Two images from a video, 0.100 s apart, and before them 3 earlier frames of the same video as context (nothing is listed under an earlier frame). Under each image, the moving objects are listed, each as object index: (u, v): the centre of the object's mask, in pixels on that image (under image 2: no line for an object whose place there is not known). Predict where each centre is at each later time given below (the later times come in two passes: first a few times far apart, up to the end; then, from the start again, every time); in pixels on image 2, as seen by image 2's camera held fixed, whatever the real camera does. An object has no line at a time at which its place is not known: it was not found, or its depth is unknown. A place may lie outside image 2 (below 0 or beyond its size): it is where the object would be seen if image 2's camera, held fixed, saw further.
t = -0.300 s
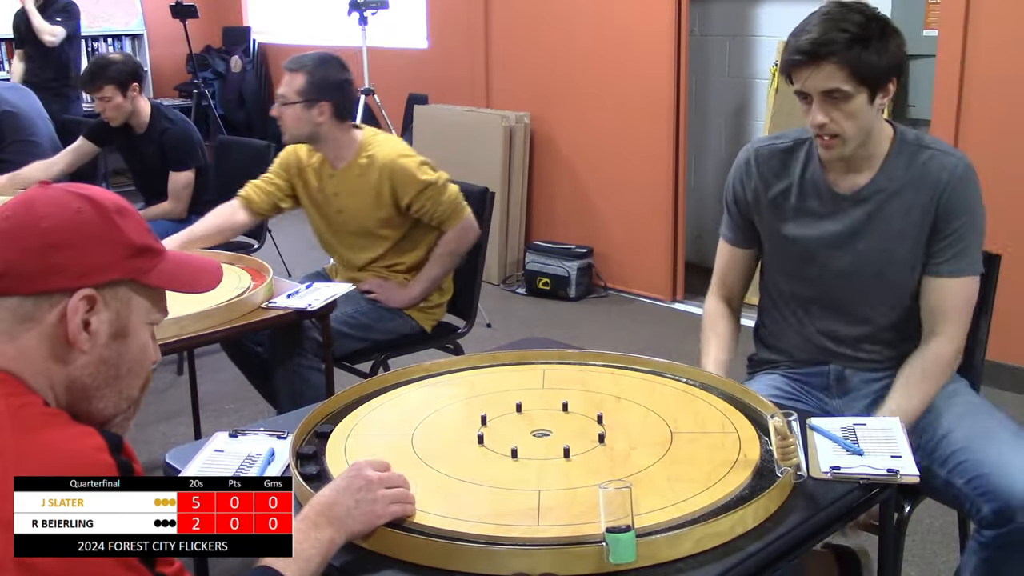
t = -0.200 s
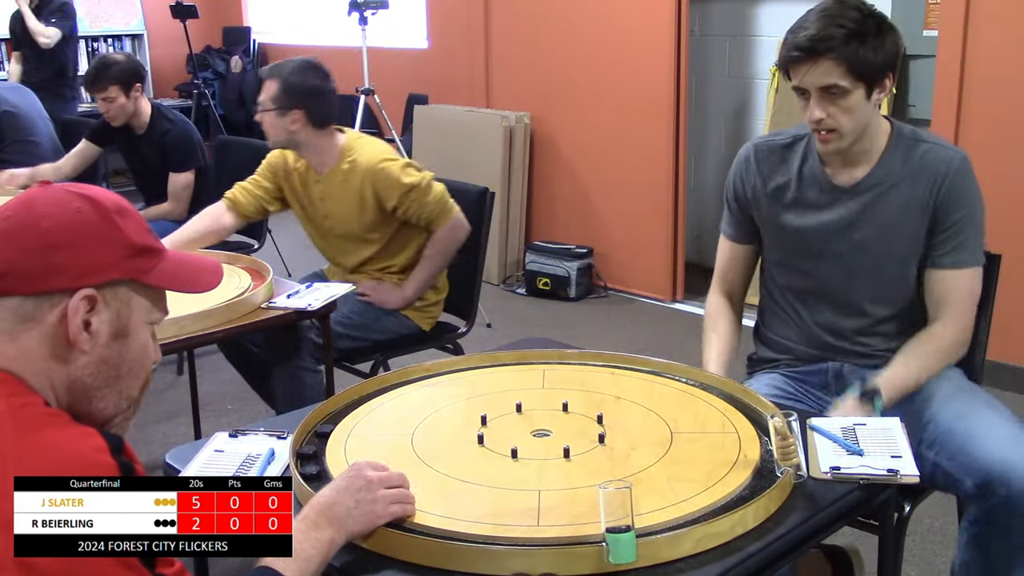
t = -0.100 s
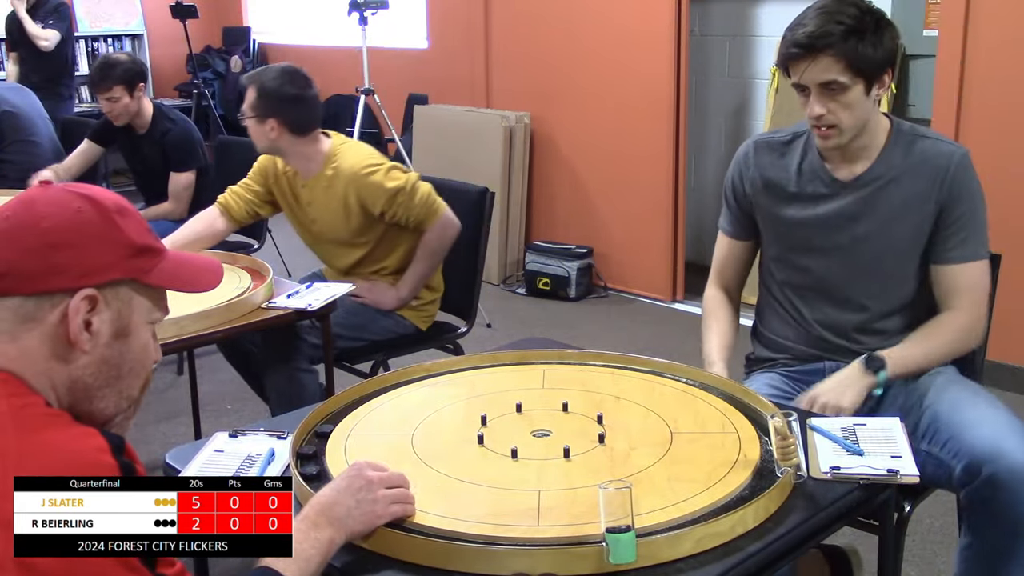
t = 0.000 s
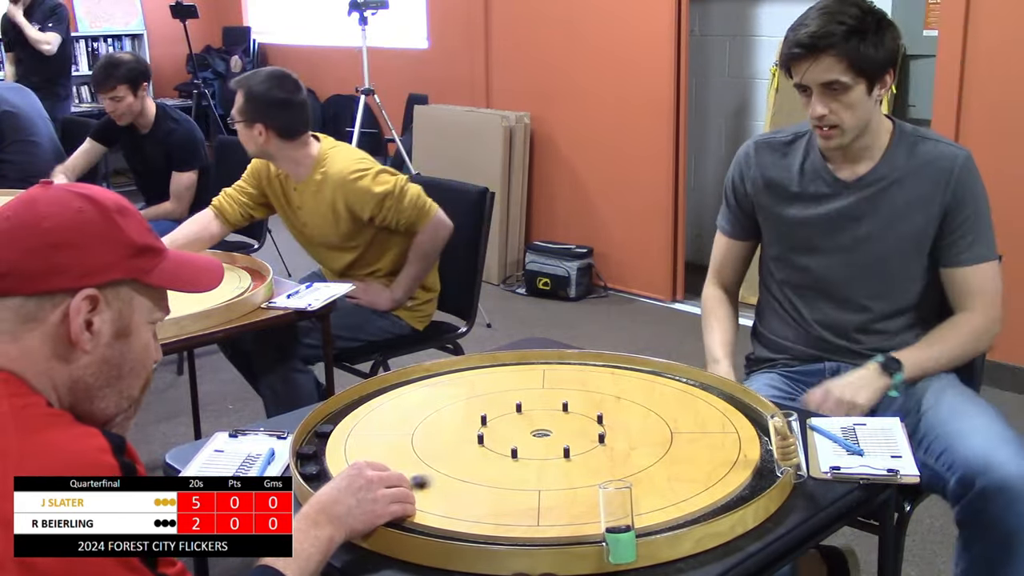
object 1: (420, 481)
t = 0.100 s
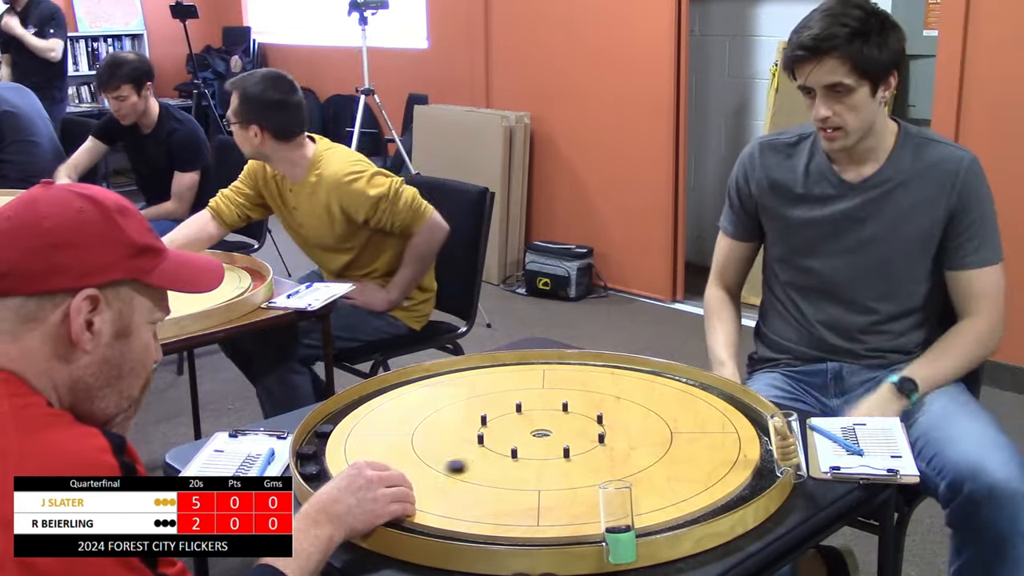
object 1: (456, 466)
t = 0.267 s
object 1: (501, 446)
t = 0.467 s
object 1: (529, 433)
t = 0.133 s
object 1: (467, 461)
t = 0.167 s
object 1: (476, 457)
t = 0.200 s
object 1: (485, 453)
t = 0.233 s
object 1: (494, 449)
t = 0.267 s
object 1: (501, 446)
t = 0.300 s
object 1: (507, 443)
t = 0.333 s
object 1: (514, 440)
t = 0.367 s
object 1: (519, 438)
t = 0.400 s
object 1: (523, 436)
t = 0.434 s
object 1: (527, 435)
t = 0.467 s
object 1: (529, 433)
